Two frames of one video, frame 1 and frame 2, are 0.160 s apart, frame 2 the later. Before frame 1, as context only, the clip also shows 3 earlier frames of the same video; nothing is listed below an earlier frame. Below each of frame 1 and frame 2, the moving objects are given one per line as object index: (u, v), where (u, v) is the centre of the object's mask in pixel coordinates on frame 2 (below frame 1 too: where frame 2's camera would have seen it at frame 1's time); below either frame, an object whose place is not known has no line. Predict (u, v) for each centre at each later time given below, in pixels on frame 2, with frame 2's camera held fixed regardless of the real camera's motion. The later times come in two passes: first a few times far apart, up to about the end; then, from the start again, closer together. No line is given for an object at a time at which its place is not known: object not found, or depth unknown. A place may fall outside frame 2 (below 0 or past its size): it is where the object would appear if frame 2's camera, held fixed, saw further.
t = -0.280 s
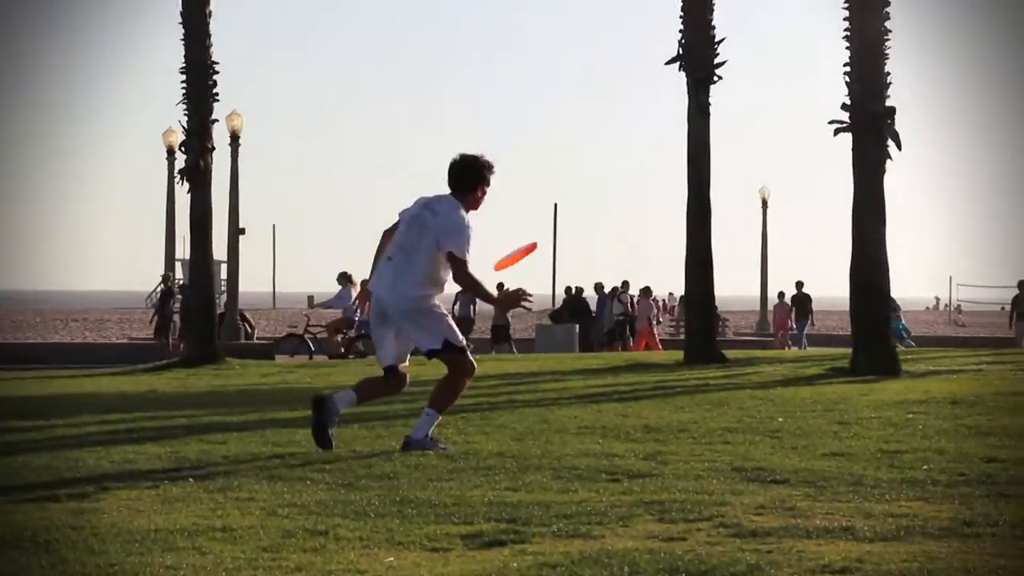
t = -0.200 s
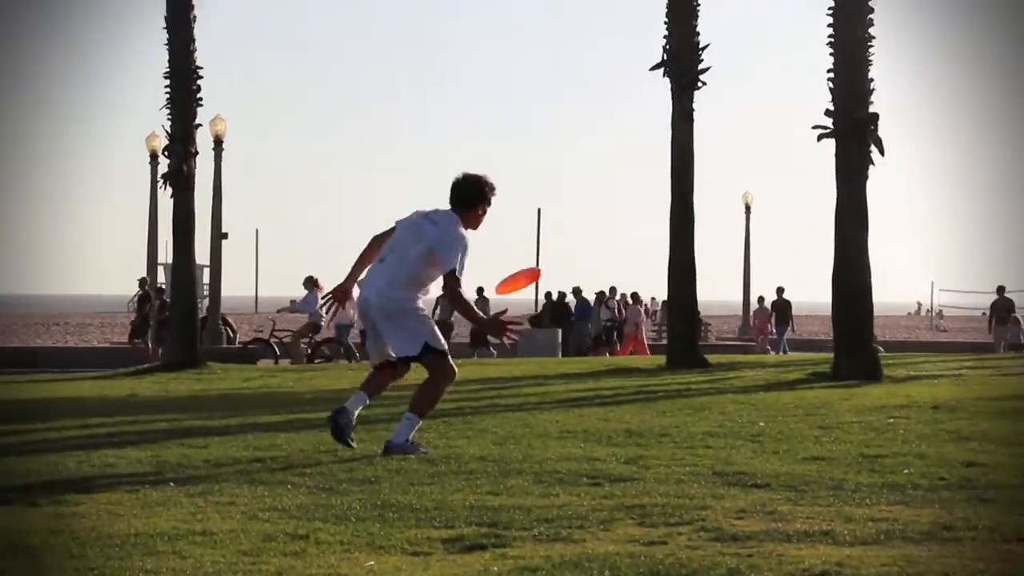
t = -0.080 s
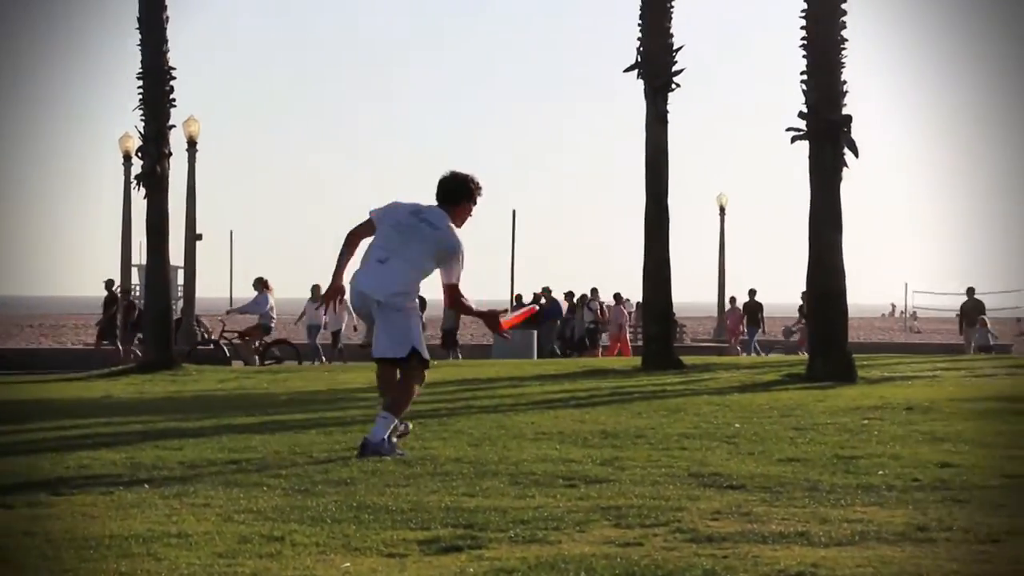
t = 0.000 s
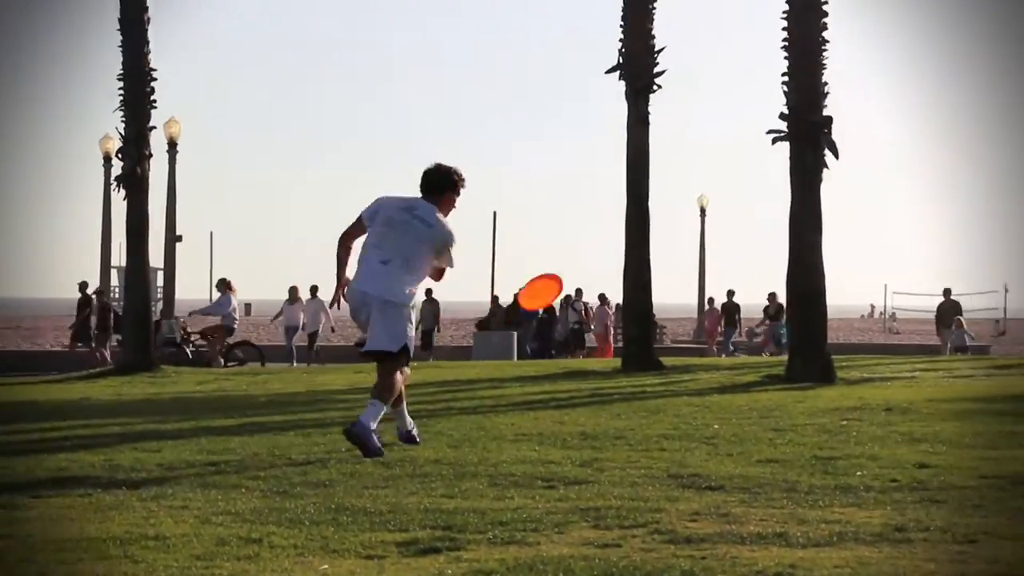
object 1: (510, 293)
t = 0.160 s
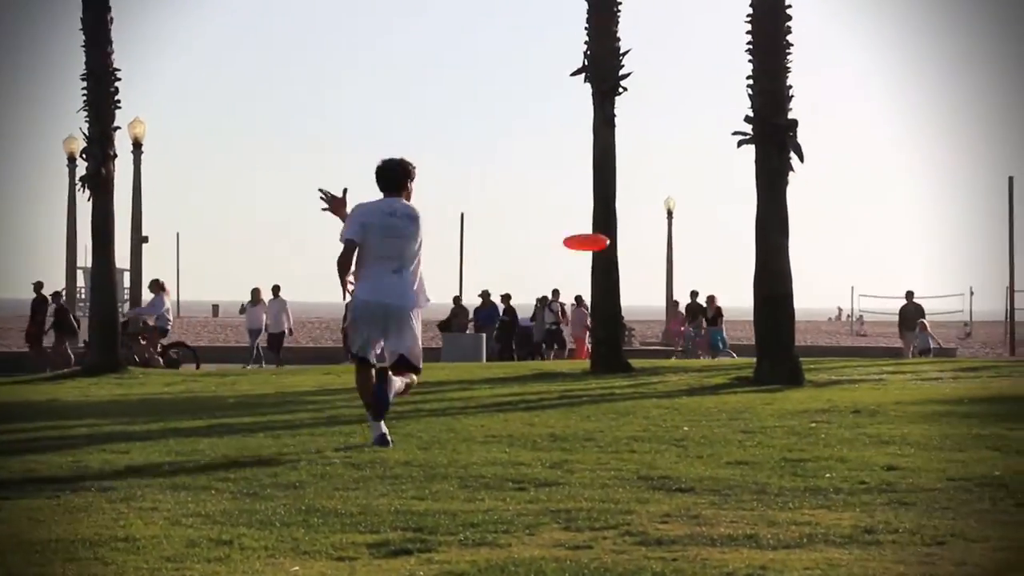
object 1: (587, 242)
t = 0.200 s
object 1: (602, 230)
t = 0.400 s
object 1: (675, 179)
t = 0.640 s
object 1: (744, 133)
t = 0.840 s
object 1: (786, 119)
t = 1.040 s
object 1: (815, 128)
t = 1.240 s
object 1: (833, 164)
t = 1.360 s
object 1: (836, 200)
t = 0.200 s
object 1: (602, 230)
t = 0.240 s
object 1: (618, 219)
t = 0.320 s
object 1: (649, 197)
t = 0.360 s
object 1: (662, 187)
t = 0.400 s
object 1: (675, 179)
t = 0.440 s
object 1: (688, 169)
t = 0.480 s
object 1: (700, 161)
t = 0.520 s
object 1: (711, 153)
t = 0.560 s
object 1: (724, 145)
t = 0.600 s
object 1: (734, 139)
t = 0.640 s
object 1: (744, 133)
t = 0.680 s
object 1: (754, 128)
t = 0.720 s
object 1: (762, 125)
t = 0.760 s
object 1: (771, 122)
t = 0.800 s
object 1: (779, 120)
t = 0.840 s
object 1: (786, 119)
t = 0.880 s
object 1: (794, 119)
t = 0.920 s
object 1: (800, 120)
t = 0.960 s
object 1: (807, 122)
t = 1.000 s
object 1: (811, 125)
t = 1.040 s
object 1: (815, 128)
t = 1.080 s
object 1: (821, 133)
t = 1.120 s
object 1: (824, 139)
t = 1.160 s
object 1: (828, 146)
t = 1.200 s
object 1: (831, 154)
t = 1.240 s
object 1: (833, 164)
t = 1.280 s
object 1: (835, 174)
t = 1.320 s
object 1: (836, 186)
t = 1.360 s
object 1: (836, 200)
